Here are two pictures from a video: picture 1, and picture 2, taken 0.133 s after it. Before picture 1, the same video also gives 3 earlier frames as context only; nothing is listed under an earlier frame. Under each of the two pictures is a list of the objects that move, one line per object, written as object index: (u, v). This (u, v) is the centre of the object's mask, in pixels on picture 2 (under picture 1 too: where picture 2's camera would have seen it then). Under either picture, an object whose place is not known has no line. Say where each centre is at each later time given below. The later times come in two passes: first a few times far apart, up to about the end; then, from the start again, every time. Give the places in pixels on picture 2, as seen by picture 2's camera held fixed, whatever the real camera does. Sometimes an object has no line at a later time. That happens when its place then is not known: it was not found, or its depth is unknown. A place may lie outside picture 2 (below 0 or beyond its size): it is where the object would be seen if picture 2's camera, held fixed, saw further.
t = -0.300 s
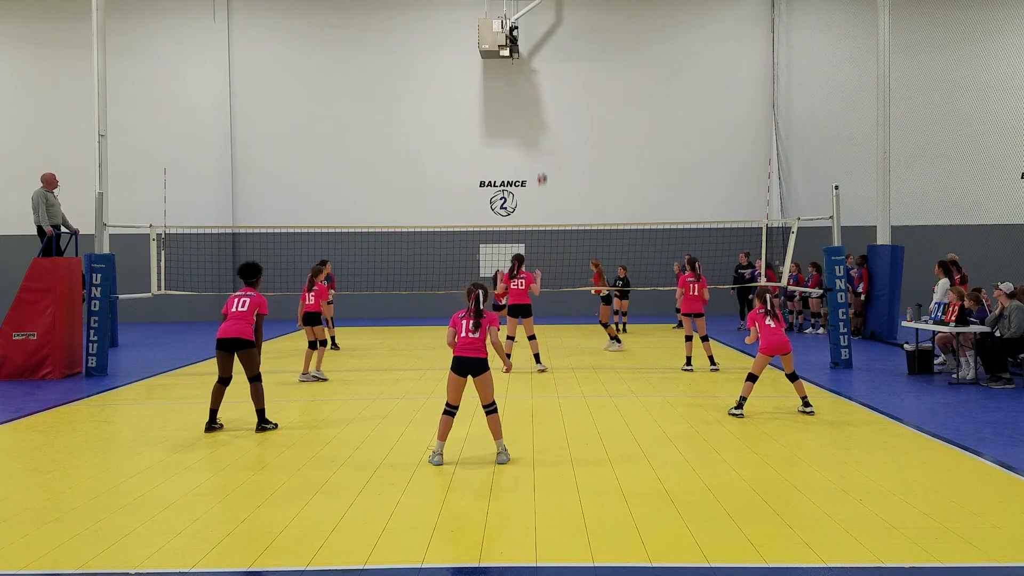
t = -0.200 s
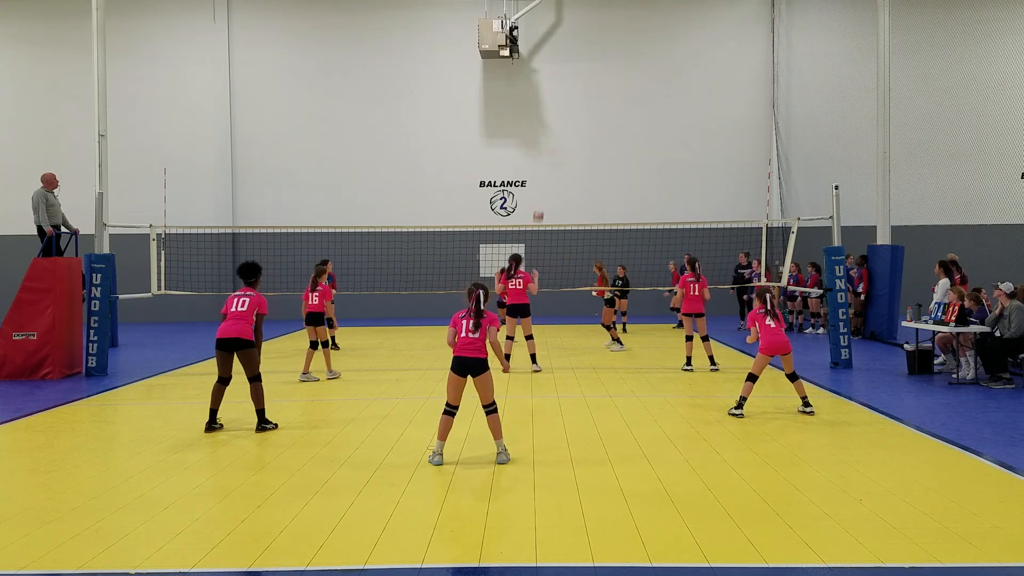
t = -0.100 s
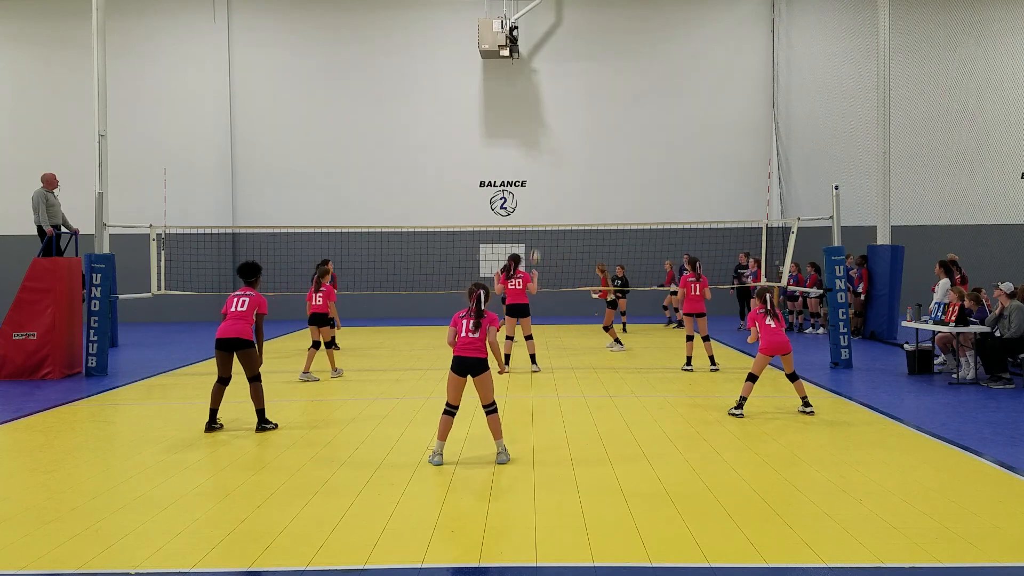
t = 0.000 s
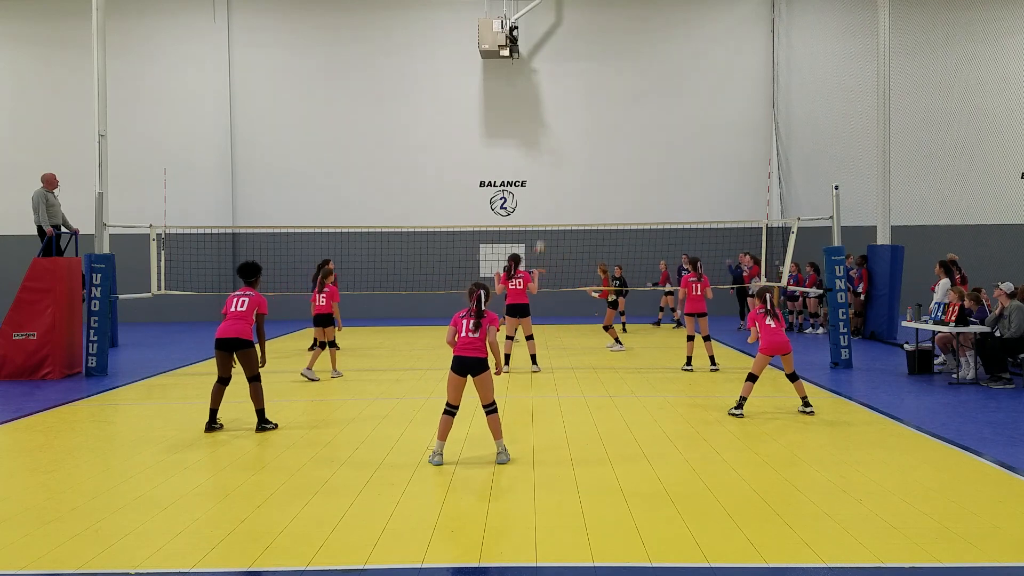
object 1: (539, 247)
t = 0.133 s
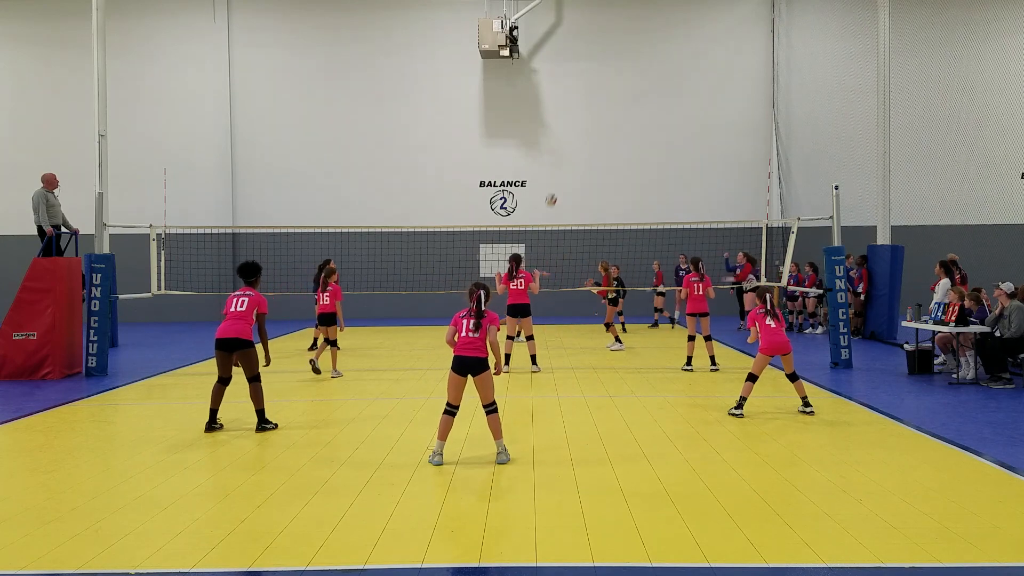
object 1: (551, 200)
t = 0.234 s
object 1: (560, 171)
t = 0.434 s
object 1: (577, 130)
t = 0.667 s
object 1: (597, 108)
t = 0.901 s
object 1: (617, 116)
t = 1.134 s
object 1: (637, 154)
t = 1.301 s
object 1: (651, 199)
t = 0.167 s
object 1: (554, 189)
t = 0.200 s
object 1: (557, 180)
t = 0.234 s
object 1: (560, 171)
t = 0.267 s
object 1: (563, 162)
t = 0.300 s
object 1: (565, 155)
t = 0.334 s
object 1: (568, 148)
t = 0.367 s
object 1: (571, 141)
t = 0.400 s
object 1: (574, 135)
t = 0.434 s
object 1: (577, 130)
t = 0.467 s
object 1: (580, 125)
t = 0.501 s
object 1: (582, 120)
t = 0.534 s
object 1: (586, 117)
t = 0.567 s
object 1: (588, 114)
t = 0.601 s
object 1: (591, 112)
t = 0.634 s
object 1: (594, 110)
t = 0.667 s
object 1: (597, 108)
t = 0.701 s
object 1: (599, 108)
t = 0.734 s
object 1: (603, 107)
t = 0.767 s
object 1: (605, 108)
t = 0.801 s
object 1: (608, 109)
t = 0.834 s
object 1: (611, 111)
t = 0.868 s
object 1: (614, 113)
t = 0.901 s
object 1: (617, 116)
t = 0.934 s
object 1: (620, 120)
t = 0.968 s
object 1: (623, 124)
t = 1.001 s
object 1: (626, 129)
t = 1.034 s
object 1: (628, 134)
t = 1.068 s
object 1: (631, 140)
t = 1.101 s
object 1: (634, 147)
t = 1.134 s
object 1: (637, 154)
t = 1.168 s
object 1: (640, 162)
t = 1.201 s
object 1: (643, 170)
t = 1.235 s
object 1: (645, 179)
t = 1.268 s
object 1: (648, 189)
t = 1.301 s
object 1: (651, 199)
